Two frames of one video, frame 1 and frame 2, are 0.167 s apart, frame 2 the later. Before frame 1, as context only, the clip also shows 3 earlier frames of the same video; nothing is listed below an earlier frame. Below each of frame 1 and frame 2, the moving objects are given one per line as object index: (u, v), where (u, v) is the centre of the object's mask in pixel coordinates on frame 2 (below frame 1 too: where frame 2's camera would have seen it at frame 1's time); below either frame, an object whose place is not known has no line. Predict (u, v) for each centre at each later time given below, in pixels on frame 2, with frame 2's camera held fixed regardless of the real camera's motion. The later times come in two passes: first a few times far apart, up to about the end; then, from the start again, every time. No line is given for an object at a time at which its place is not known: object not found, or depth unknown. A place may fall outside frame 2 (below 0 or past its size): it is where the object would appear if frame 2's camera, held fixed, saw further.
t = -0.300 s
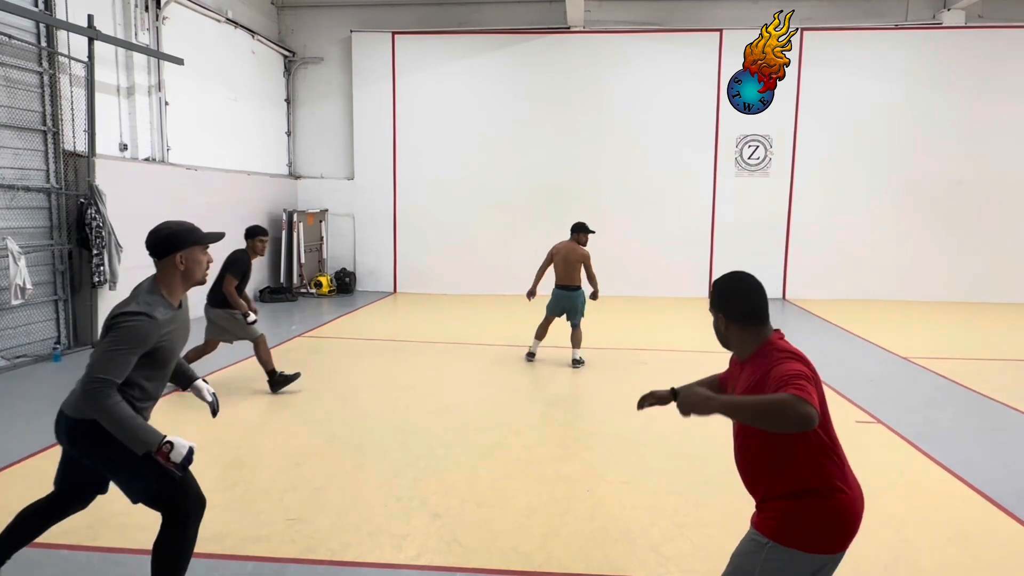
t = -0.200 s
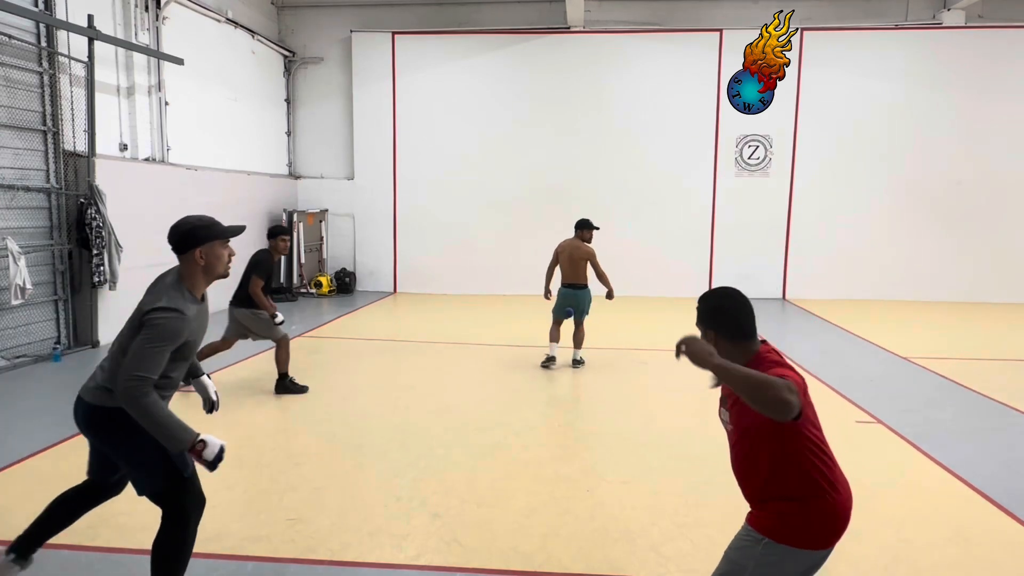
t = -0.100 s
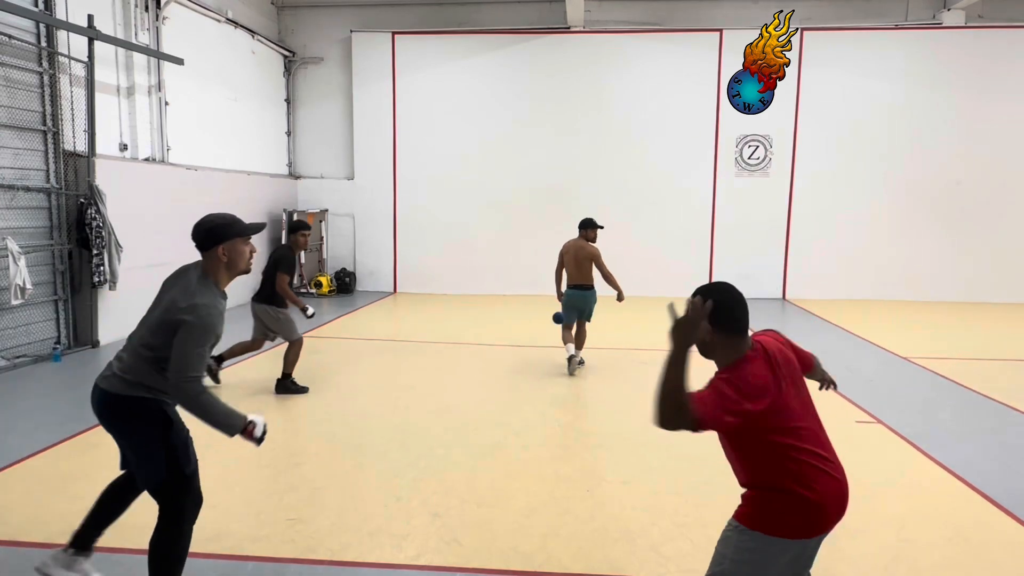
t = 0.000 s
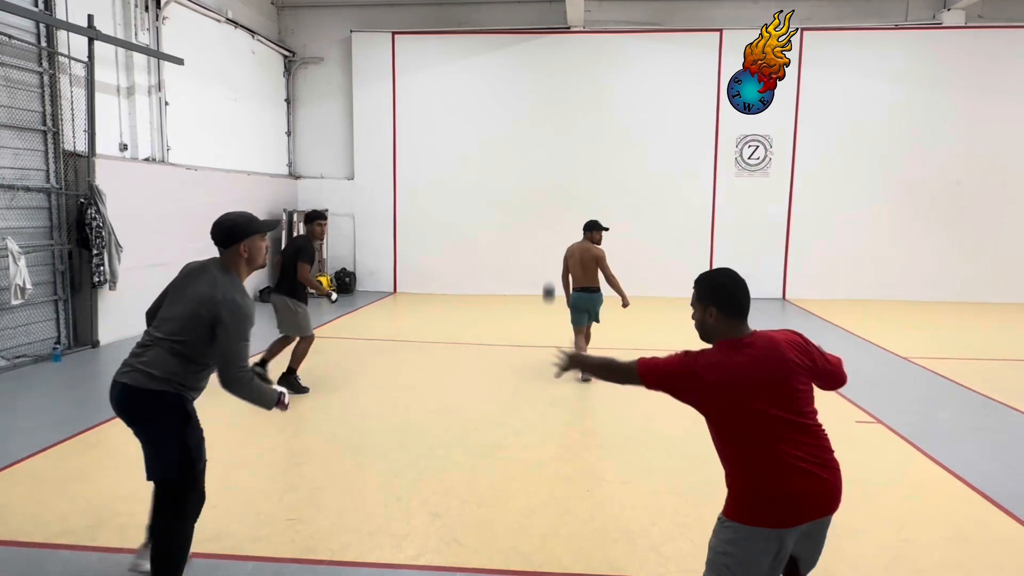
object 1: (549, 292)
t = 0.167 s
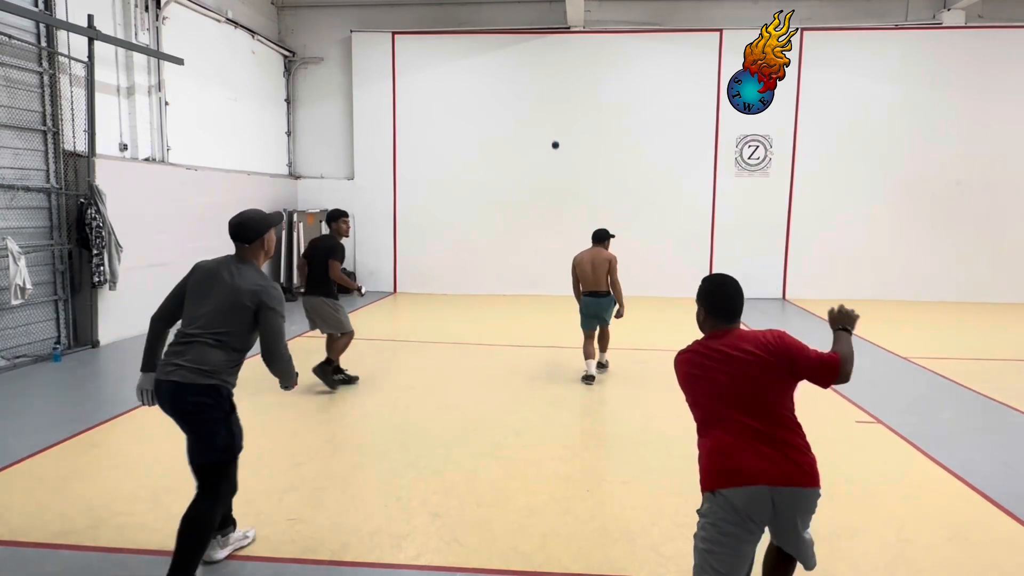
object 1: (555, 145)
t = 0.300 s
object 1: (558, 113)
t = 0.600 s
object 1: (561, 118)
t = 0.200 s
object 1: (556, 133)
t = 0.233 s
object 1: (557, 124)
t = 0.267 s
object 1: (557, 118)
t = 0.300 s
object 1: (558, 113)
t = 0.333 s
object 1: (558, 110)
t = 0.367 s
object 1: (558, 108)
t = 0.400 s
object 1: (559, 107)
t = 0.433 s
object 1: (559, 107)
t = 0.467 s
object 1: (560, 108)
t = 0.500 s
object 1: (560, 110)
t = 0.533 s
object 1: (560, 112)
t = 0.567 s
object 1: (560, 115)
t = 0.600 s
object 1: (561, 118)
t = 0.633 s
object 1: (561, 122)
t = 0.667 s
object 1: (561, 126)
